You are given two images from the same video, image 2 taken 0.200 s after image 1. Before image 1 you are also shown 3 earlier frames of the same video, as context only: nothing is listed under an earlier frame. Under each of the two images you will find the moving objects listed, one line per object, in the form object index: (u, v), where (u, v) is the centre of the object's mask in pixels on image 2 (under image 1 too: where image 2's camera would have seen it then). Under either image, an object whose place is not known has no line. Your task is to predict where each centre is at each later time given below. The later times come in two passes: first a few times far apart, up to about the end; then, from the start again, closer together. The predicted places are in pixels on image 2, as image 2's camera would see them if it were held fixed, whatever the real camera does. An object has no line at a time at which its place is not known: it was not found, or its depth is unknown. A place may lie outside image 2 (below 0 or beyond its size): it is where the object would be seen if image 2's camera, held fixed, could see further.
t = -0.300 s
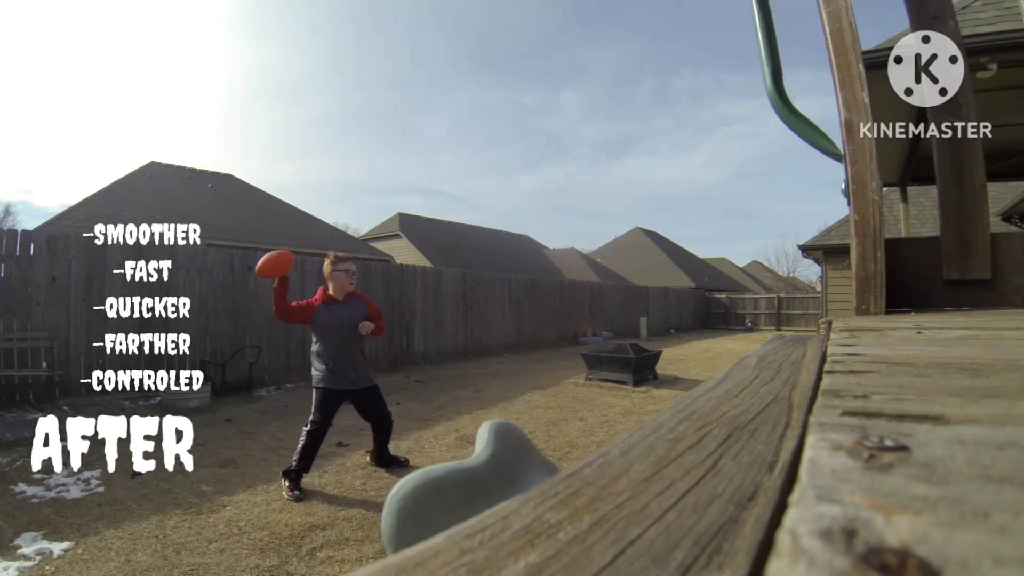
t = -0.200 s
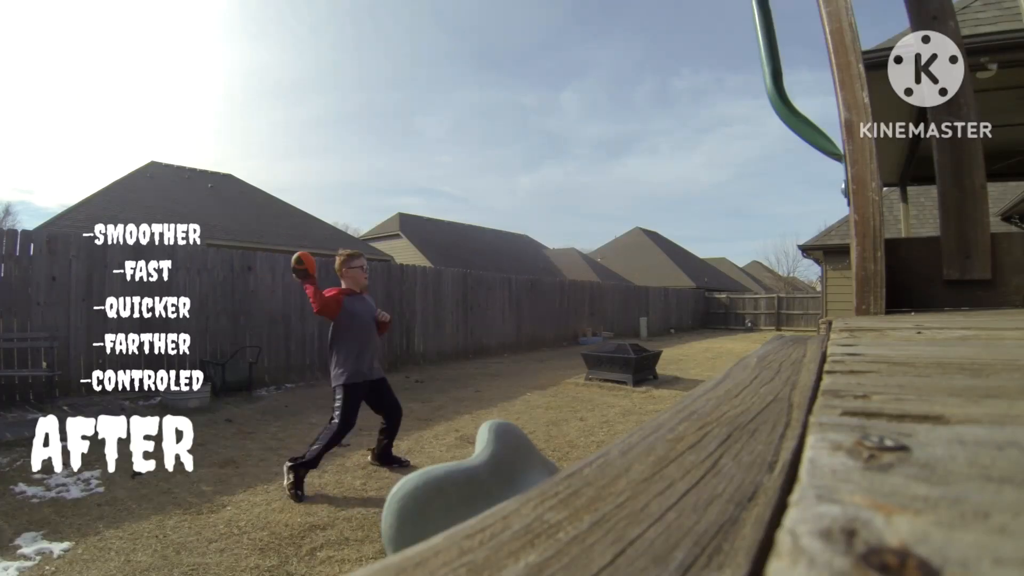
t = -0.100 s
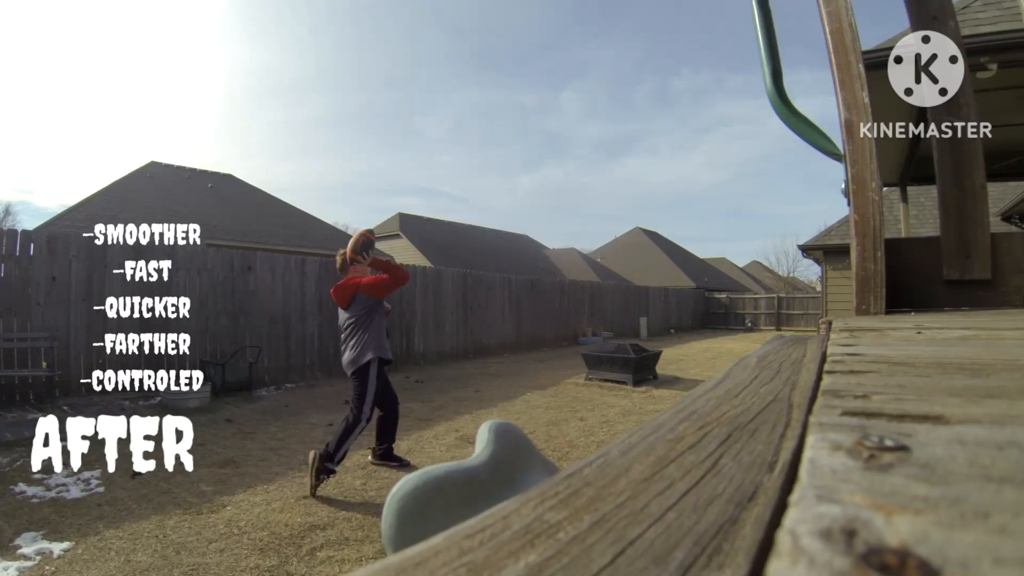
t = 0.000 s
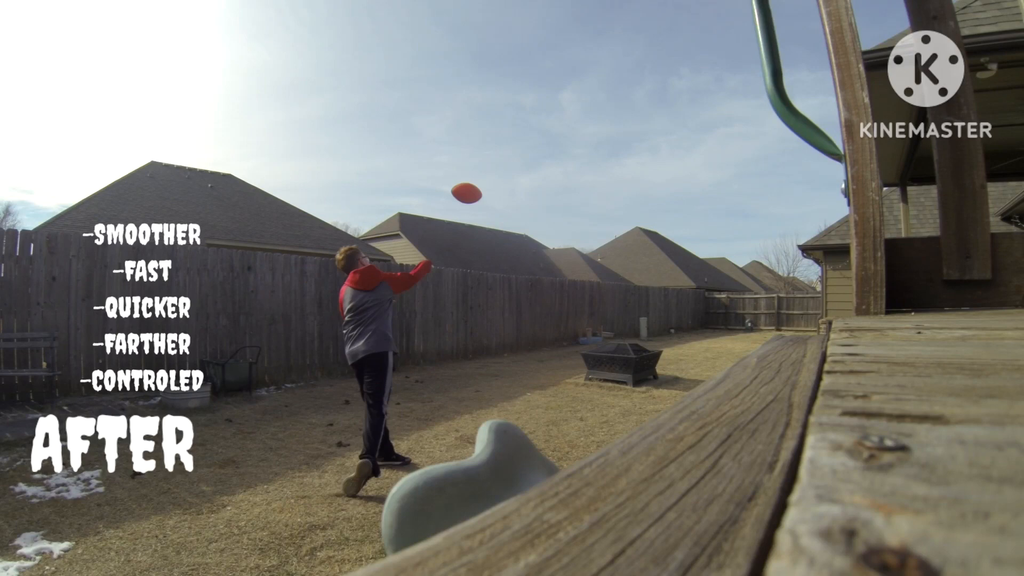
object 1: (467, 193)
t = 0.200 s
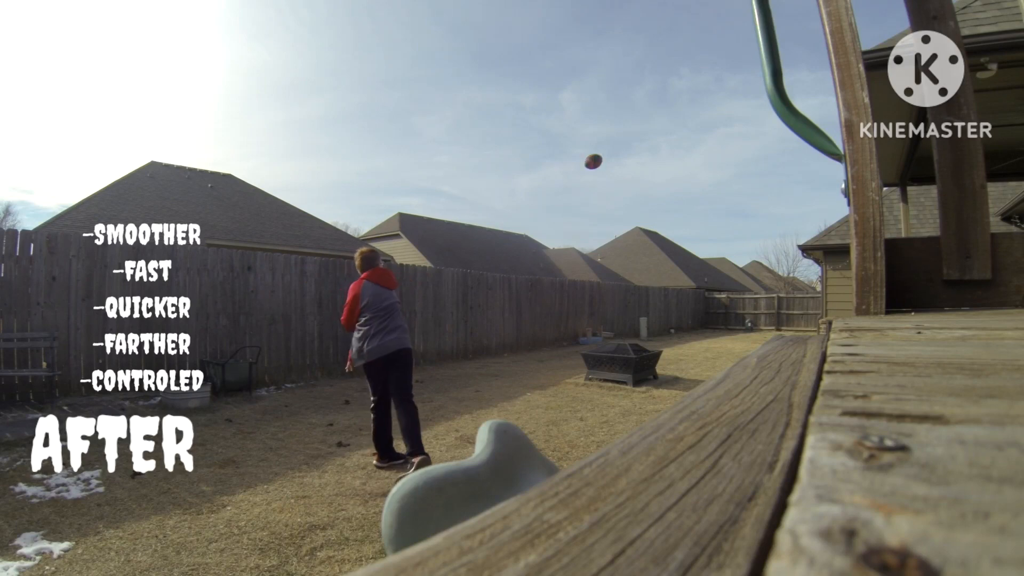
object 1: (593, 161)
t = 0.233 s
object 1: (607, 161)
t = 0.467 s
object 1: (673, 184)
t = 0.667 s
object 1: (705, 220)
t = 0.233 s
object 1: (607, 161)
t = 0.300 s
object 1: (630, 165)
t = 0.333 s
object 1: (641, 168)
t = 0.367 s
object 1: (650, 171)
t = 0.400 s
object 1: (658, 175)
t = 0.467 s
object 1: (673, 184)
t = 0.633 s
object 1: (701, 213)
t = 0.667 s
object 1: (705, 220)
